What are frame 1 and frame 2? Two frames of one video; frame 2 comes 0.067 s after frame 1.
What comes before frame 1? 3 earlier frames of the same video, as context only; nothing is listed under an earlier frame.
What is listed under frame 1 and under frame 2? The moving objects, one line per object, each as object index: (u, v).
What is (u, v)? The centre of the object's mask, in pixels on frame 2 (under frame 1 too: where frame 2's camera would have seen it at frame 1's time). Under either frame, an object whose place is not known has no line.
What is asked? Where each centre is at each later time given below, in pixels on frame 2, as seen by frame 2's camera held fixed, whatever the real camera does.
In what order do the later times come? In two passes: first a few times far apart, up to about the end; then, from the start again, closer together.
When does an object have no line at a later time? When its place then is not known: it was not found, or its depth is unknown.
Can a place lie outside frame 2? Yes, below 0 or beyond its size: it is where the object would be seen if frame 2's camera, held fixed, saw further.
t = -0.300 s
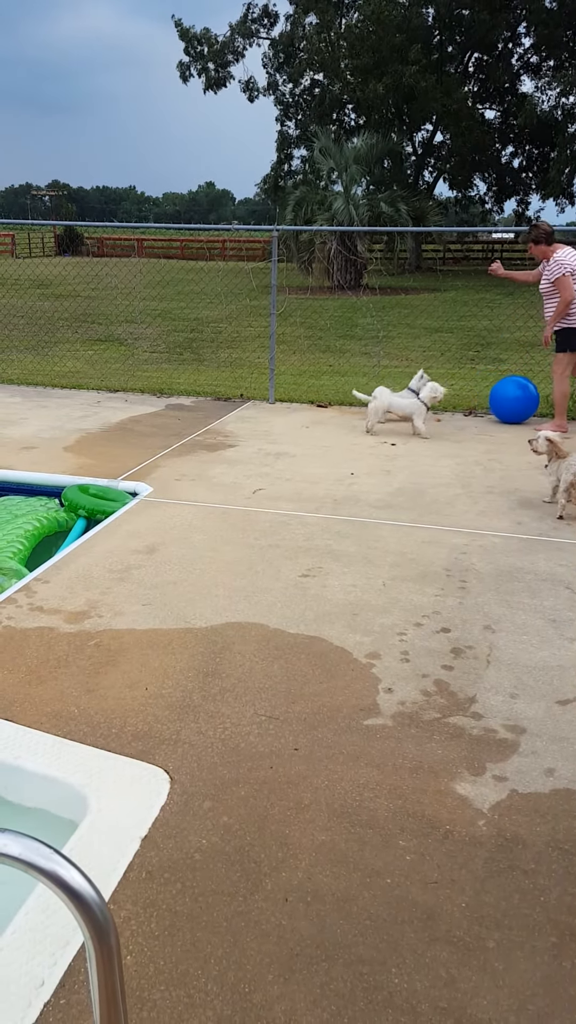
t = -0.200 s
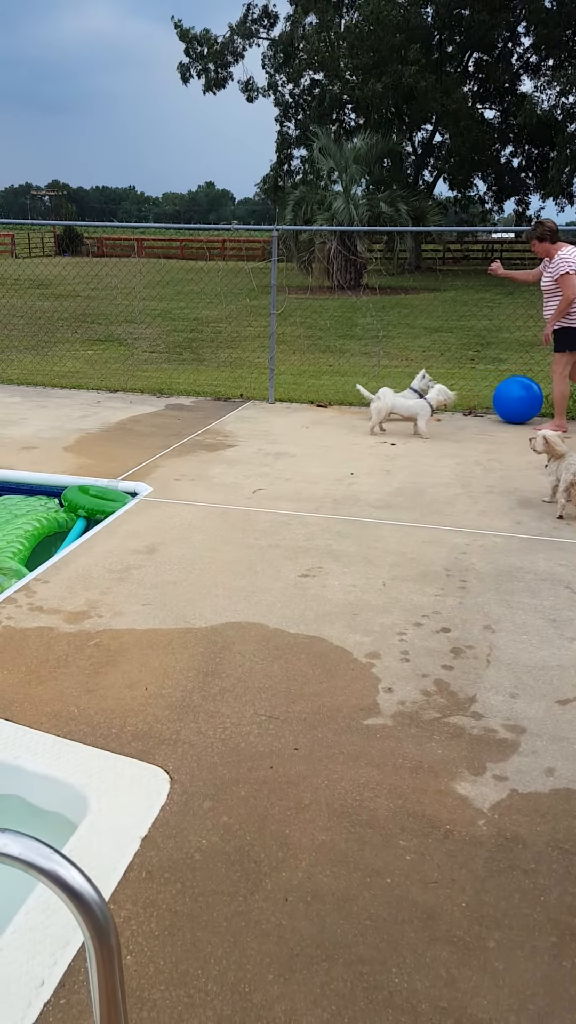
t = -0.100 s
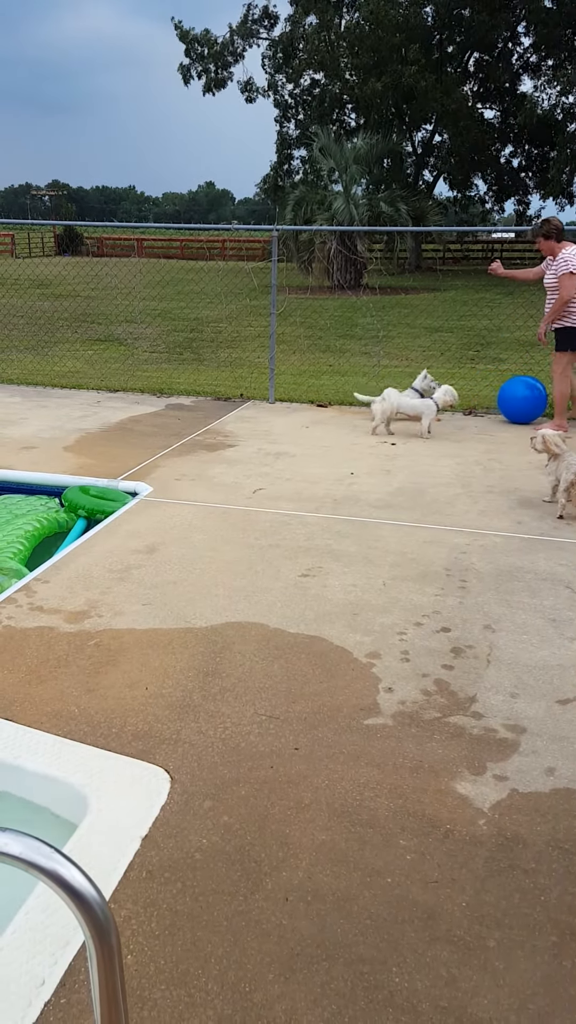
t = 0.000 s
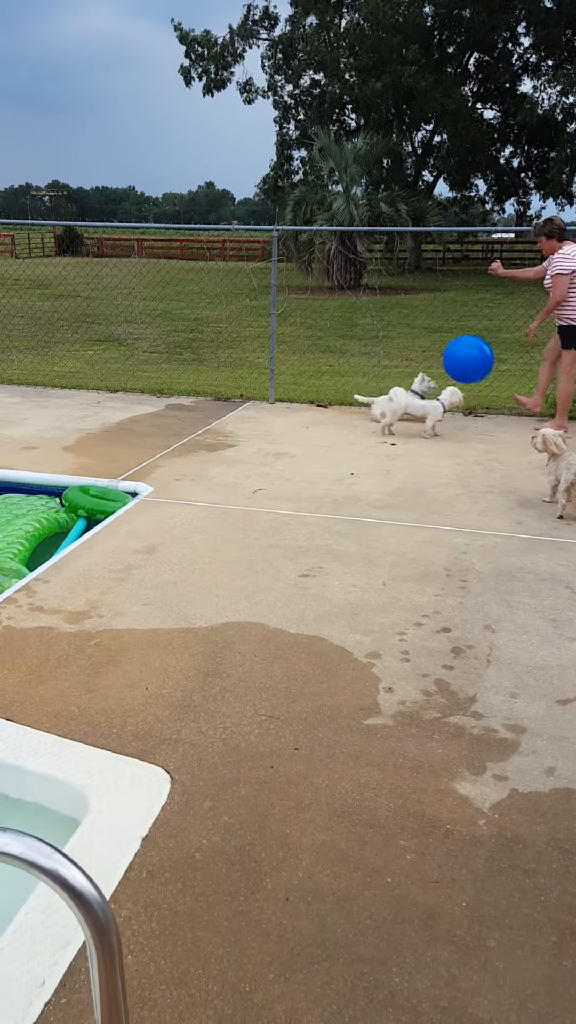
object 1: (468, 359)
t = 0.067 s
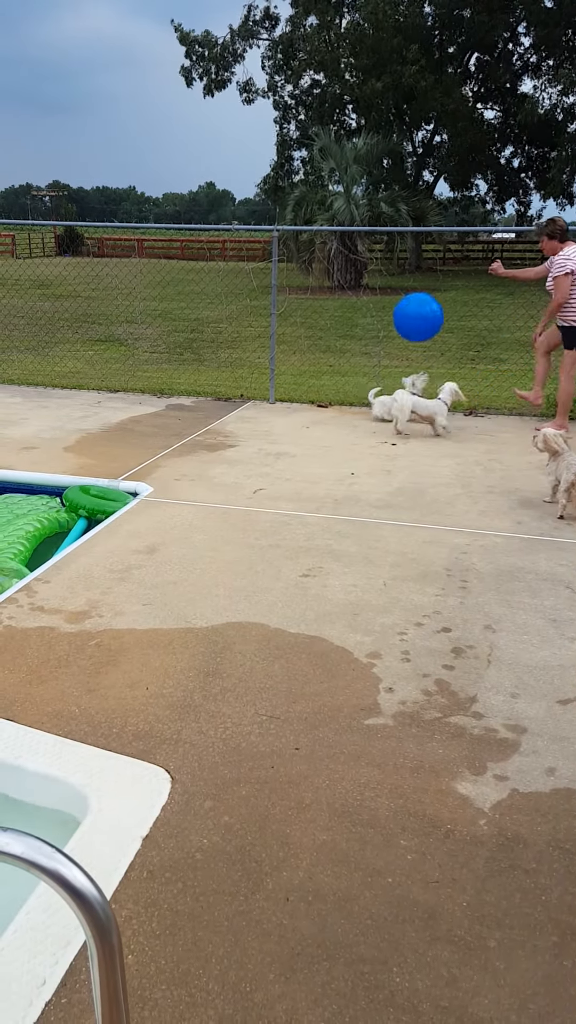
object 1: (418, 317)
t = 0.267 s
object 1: (302, 203)
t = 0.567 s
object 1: (205, 76)
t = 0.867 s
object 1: (154, 47)
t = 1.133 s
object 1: (127, 102)
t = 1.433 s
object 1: (128, 228)
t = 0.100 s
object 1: (395, 296)
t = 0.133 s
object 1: (375, 277)
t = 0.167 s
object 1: (354, 258)
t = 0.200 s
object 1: (336, 240)
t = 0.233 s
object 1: (318, 221)
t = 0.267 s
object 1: (302, 203)
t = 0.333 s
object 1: (274, 169)
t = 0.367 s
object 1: (261, 153)
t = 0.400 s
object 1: (249, 138)
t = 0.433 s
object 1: (239, 124)
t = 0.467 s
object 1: (229, 110)
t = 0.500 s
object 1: (221, 98)
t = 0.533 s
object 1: (213, 86)
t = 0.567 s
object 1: (205, 76)
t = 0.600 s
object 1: (199, 68)
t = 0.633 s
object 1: (193, 61)
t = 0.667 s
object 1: (187, 55)
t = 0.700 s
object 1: (181, 51)
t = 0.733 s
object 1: (176, 48)
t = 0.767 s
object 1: (171, 47)
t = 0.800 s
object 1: (164, 46)
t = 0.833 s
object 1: (159, 46)
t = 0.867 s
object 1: (154, 47)
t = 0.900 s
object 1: (149, 50)
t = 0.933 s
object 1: (145, 54)
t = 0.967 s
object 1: (141, 60)
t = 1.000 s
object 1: (137, 66)
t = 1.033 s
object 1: (134, 74)
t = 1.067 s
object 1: (132, 83)
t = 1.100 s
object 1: (129, 92)
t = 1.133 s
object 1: (127, 102)
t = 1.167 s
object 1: (125, 113)
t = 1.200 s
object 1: (124, 125)
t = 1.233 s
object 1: (123, 138)
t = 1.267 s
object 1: (123, 151)
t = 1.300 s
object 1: (124, 166)
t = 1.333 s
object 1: (125, 180)
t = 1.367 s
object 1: (125, 196)
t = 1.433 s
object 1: (128, 228)
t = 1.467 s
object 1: (127, 245)
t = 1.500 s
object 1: (128, 261)
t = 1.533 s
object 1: (130, 278)
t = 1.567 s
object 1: (131, 296)
